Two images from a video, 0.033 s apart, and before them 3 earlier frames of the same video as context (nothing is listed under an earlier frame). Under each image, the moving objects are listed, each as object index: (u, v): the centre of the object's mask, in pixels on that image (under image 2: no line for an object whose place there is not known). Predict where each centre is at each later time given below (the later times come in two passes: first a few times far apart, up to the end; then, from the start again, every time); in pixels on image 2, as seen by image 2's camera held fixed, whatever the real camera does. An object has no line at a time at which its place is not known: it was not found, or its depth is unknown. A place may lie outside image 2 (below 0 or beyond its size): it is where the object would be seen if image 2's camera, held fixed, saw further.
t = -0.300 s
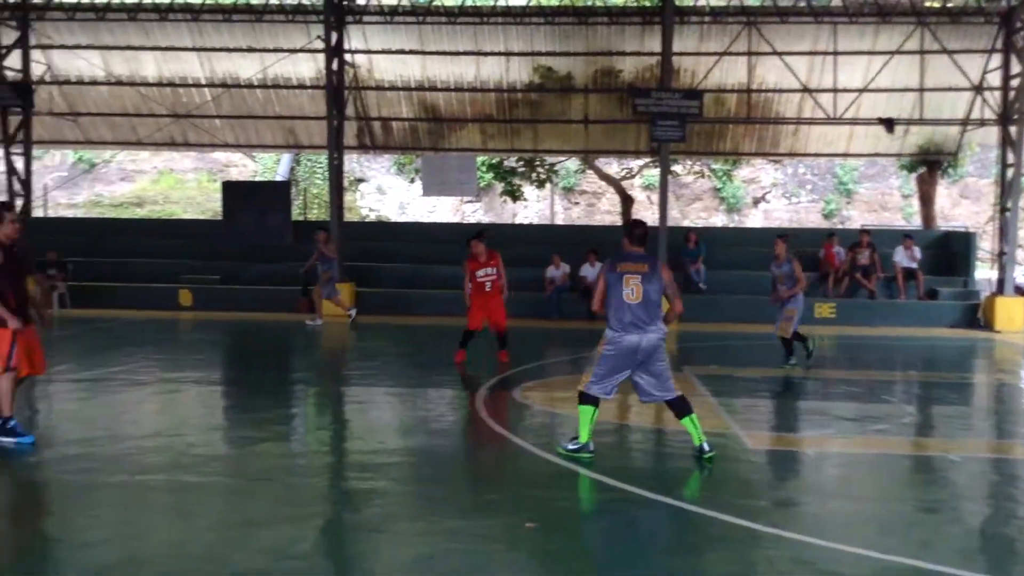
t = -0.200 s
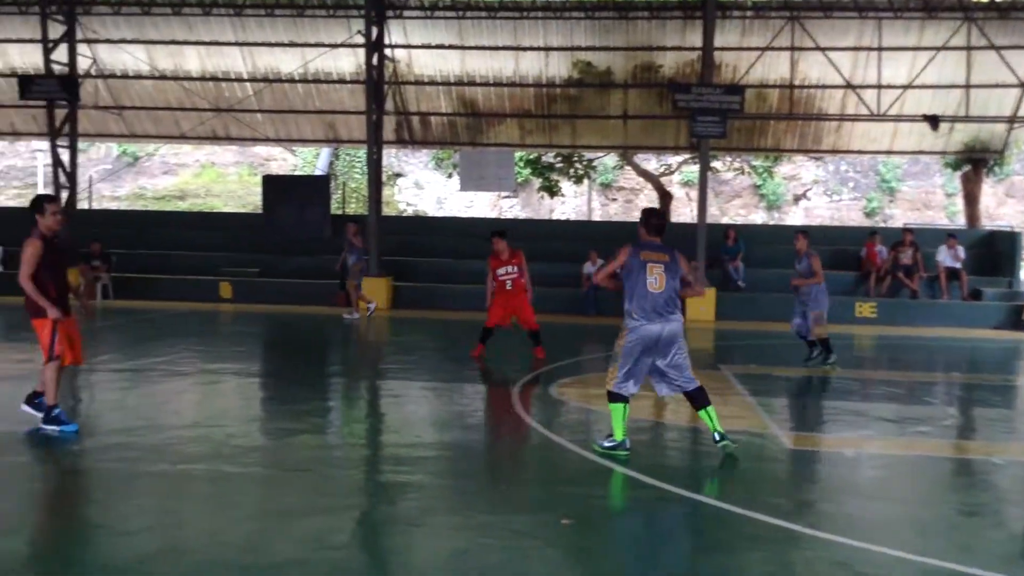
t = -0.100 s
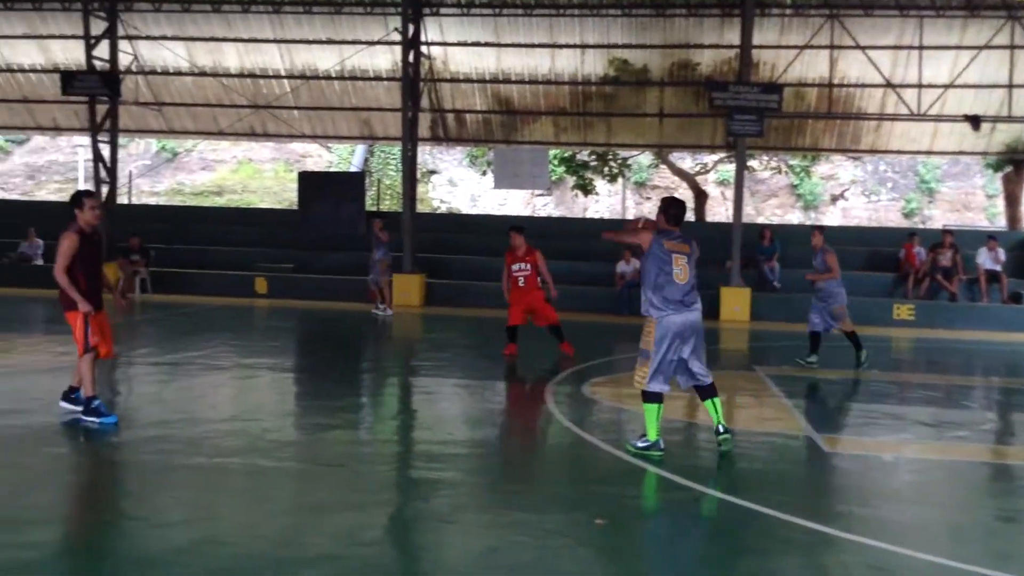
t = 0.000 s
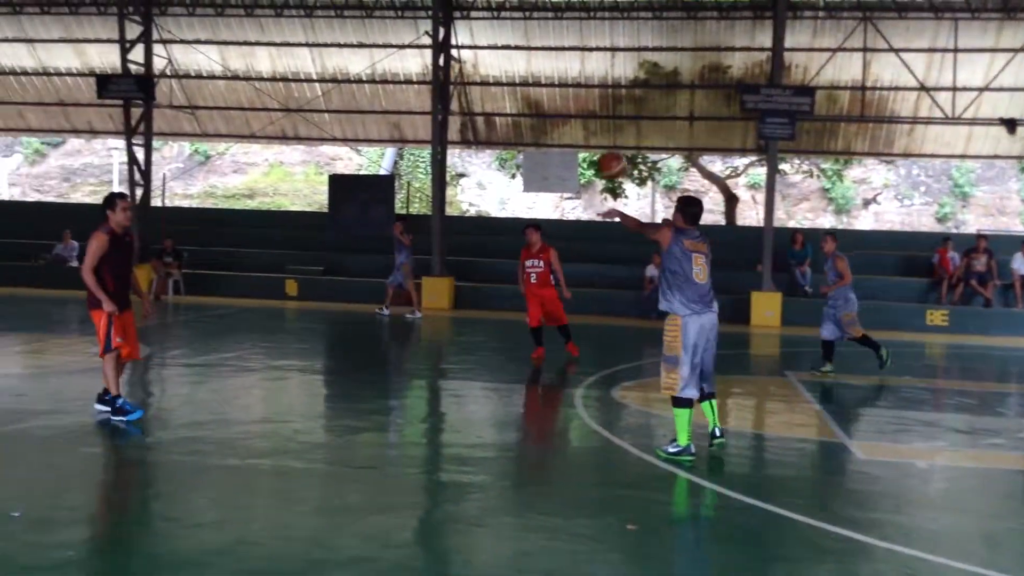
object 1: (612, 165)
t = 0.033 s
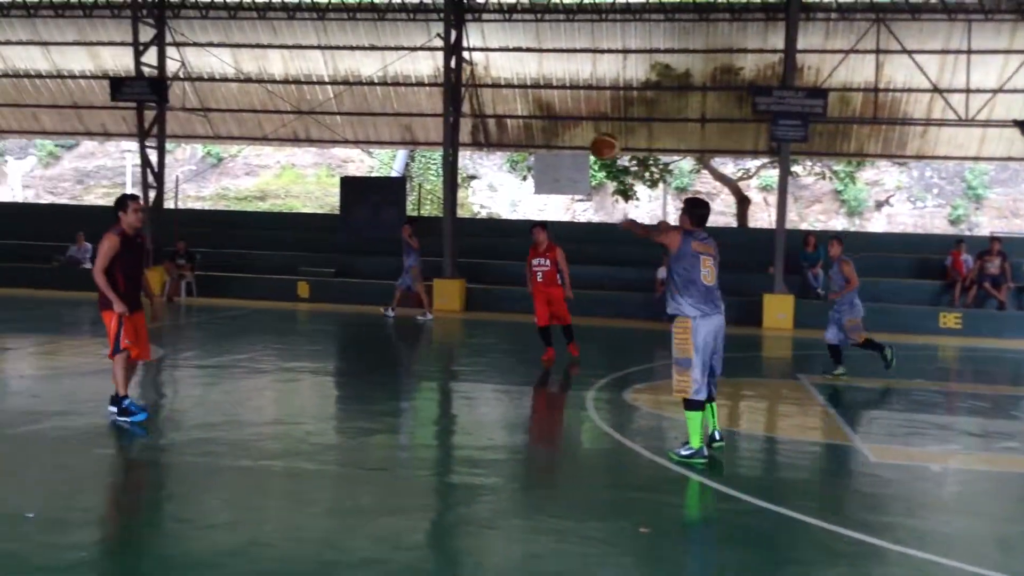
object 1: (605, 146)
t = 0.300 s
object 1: (491, 60)
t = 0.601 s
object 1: (405, 64)
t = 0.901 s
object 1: (343, 127)
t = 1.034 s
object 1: (320, 167)
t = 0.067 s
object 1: (587, 130)
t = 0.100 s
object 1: (571, 114)
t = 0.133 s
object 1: (556, 101)
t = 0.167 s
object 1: (542, 90)
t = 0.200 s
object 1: (529, 80)
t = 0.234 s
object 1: (515, 72)
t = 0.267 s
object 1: (502, 65)
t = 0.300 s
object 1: (491, 60)
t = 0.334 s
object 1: (479, 56)
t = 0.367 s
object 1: (469, 54)
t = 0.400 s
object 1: (459, 53)
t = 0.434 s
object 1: (447, 52)
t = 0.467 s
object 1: (438, 52)
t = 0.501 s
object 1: (429, 54)
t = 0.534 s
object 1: (421, 57)
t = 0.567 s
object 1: (413, 59)
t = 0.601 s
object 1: (405, 64)
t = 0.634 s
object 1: (398, 68)
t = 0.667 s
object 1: (390, 74)
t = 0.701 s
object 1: (383, 80)
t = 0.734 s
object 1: (376, 87)
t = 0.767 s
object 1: (369, 92)
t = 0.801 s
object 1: (362, 101)
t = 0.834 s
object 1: (355, 109)
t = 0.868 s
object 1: (349, 118)
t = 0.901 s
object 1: (343, 127)
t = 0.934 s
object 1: (337, 136)
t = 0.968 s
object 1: (332, 146)
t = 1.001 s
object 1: (326, 157)
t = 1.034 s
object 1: (320, 167)
